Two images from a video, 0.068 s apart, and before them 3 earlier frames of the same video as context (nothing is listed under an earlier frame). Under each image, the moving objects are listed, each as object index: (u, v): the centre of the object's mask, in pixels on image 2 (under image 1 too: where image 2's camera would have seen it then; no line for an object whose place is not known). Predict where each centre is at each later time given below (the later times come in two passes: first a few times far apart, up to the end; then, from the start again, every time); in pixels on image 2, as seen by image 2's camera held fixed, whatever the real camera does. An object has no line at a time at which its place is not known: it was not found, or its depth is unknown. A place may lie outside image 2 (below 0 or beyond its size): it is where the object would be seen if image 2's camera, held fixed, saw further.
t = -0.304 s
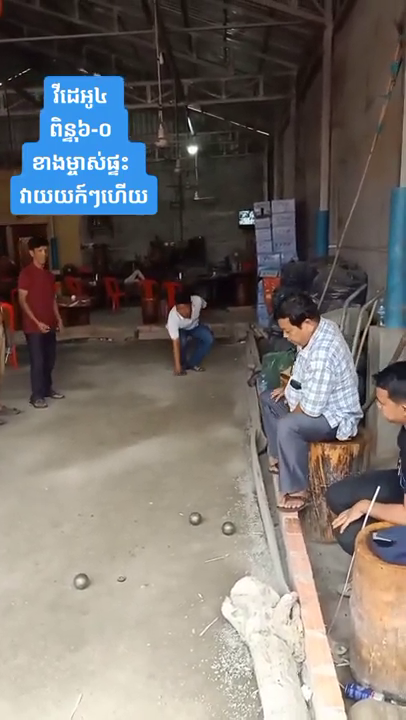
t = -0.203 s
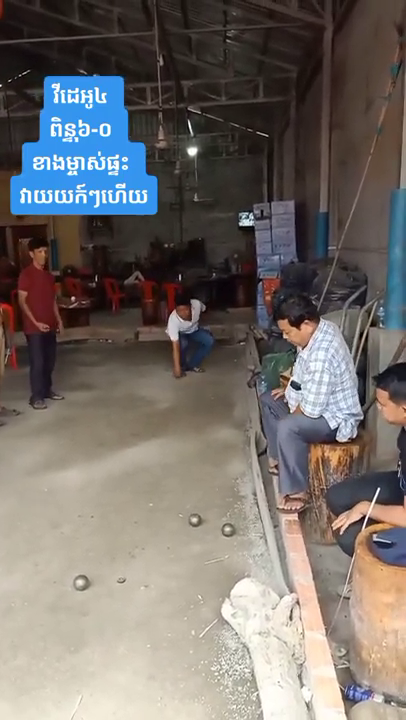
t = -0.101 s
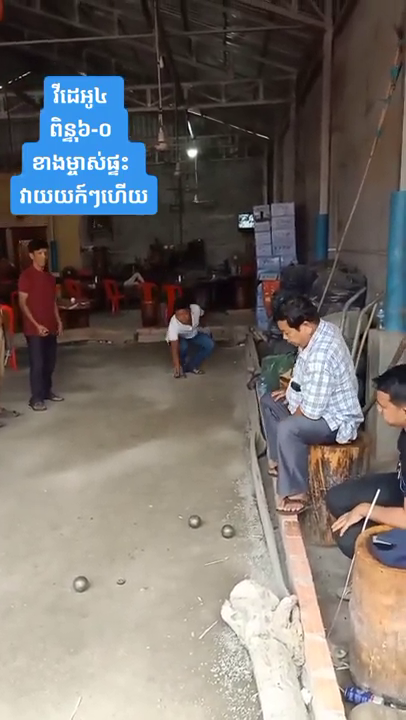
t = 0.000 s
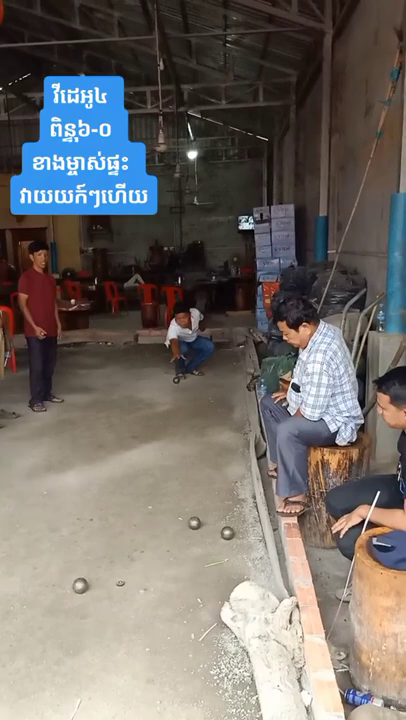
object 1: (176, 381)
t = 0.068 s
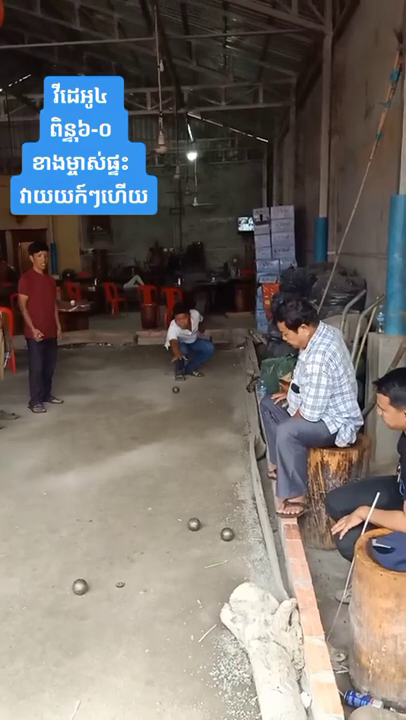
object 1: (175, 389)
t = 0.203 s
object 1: (175, 413)
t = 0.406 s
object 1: (177, 427)
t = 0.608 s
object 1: (179, 439)
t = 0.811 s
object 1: (182, 451)
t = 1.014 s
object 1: (186, 465)
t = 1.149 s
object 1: (187, 475)
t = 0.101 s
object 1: (175, 396)
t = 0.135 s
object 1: (176, 403)
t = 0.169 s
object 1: (175, 412)
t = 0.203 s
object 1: (175, 413)
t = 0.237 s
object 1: (176, 415)
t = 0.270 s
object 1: (175, 420)
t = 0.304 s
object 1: (176, 422)
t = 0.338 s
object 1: (176, 423)
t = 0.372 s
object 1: (177, 425)
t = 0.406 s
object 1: (177, 427)
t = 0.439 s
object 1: (177, 428)
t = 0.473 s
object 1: (177, 431)
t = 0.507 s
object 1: (178, 433)
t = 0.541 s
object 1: (178, 434)
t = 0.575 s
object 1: (179, 437)
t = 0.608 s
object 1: (179, 439)
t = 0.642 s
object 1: (180, 441)
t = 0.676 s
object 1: (180, 442)
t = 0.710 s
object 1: (181, 445)
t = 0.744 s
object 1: (181, 447)
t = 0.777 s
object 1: (182, 449)
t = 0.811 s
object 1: (182, 451)
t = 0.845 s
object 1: (183, 454)
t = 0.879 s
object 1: (183, 456)
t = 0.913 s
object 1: (184, 458)
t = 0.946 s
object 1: (184, 460)
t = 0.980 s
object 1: (185, 463)
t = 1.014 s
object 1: (186, 465)
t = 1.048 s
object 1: (186, 468)
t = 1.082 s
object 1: (186, 470)
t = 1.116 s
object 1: (187, 472)
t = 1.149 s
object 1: (187, 475)
